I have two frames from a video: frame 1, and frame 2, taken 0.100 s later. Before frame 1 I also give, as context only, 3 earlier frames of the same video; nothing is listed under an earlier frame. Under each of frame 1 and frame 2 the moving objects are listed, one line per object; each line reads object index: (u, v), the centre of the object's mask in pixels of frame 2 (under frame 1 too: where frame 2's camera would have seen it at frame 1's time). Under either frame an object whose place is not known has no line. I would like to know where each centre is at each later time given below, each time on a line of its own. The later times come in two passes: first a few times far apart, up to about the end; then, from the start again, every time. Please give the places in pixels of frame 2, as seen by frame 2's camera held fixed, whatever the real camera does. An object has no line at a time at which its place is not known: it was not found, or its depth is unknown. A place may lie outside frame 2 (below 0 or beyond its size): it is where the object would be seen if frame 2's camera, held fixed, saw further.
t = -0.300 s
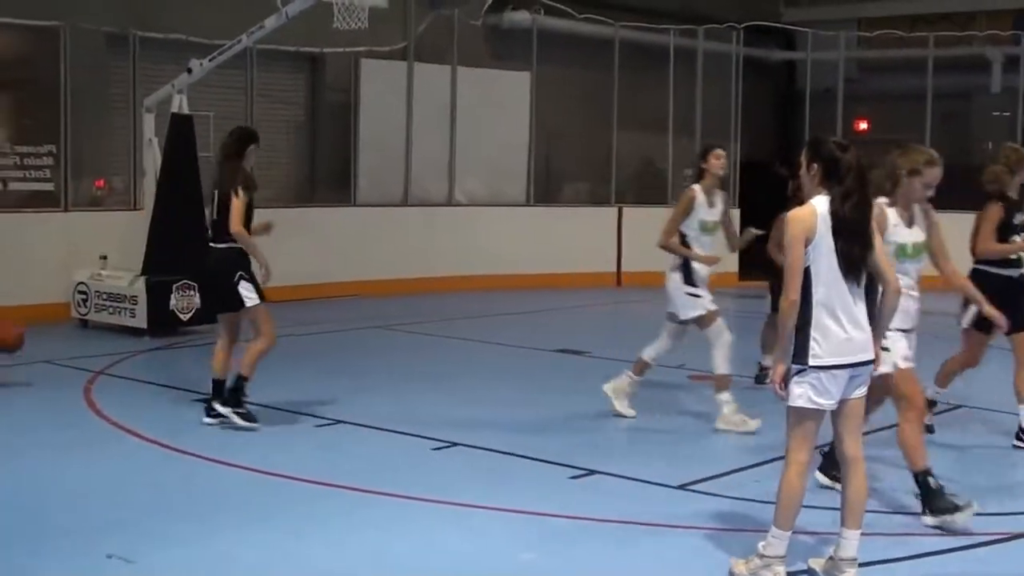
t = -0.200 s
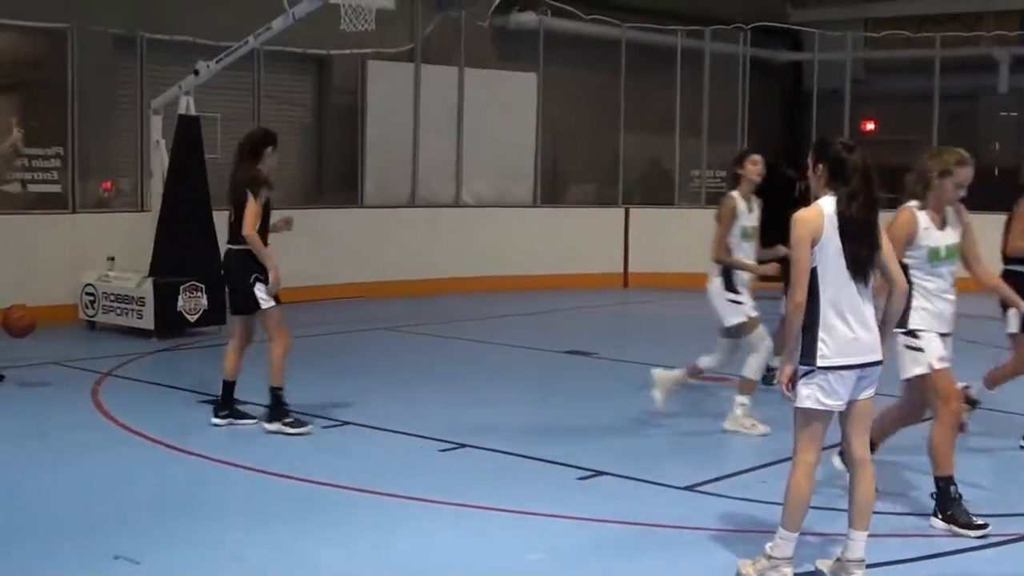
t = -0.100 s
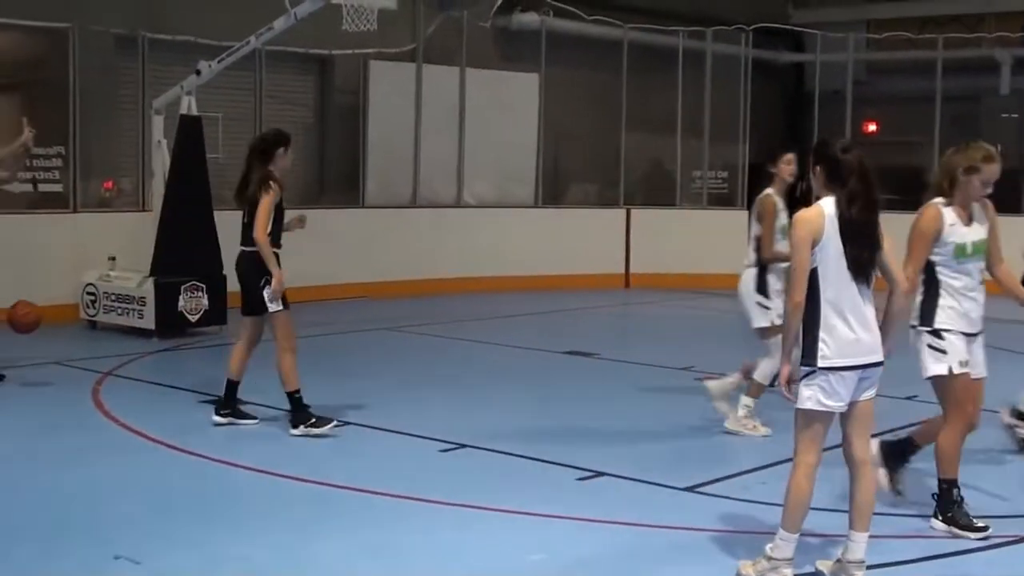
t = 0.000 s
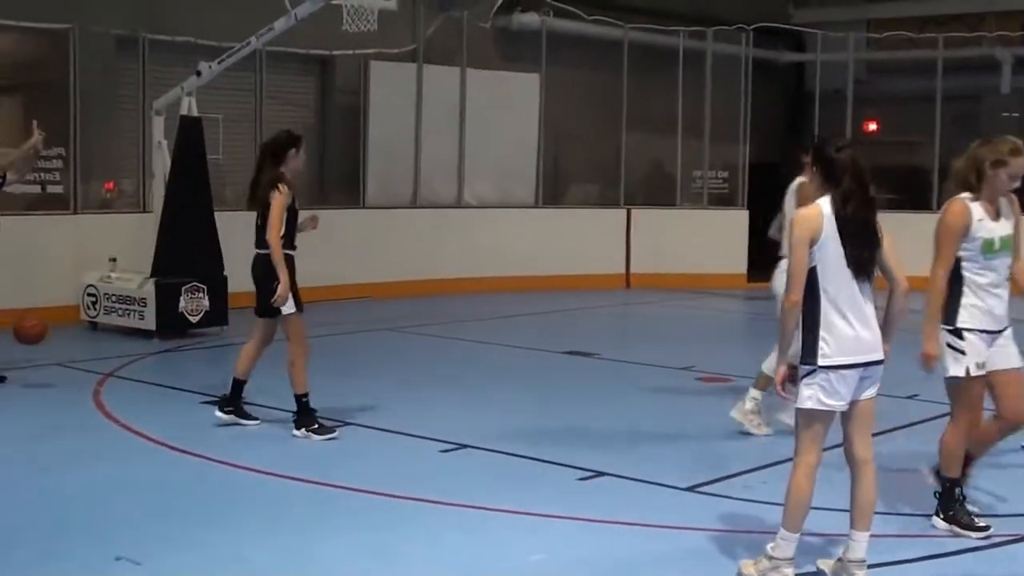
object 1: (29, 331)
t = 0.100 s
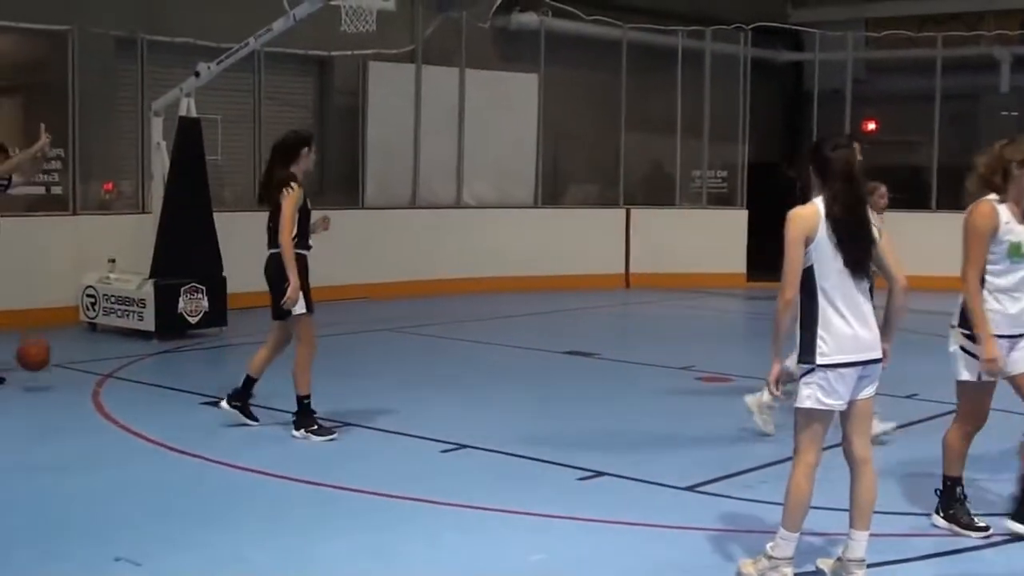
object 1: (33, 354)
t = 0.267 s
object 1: (40, 353)
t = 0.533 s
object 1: (50, 352)
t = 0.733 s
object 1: (58, 359)
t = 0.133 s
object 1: (35, 365)
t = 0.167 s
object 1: (37, 376)
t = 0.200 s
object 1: (38, 368)
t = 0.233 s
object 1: (39, 360)
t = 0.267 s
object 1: (40, 353)
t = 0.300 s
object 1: (42, 348)
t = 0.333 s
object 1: (42, 345)
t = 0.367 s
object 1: (43, 342)
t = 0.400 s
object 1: (45, 342)
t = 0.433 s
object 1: (46, 342)
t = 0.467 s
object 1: (47, 345)
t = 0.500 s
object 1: (49, 348)
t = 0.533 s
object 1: (50, 352)
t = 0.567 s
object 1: (51, 359)
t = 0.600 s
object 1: (53, 369)
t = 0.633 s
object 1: (55, 376)
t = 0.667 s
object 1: (55, 370)
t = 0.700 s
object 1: (57, 363)
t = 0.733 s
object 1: (58, 359)
